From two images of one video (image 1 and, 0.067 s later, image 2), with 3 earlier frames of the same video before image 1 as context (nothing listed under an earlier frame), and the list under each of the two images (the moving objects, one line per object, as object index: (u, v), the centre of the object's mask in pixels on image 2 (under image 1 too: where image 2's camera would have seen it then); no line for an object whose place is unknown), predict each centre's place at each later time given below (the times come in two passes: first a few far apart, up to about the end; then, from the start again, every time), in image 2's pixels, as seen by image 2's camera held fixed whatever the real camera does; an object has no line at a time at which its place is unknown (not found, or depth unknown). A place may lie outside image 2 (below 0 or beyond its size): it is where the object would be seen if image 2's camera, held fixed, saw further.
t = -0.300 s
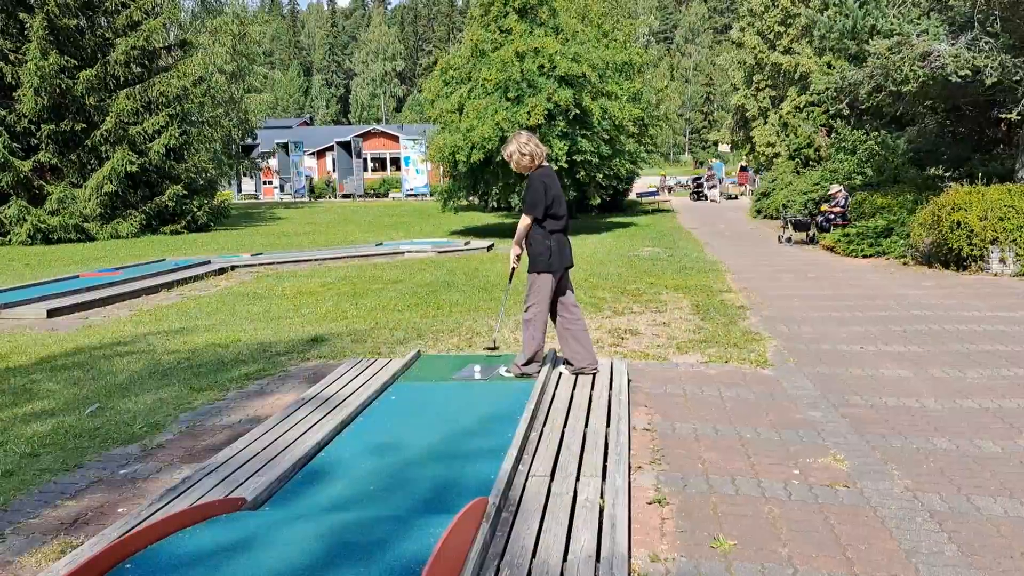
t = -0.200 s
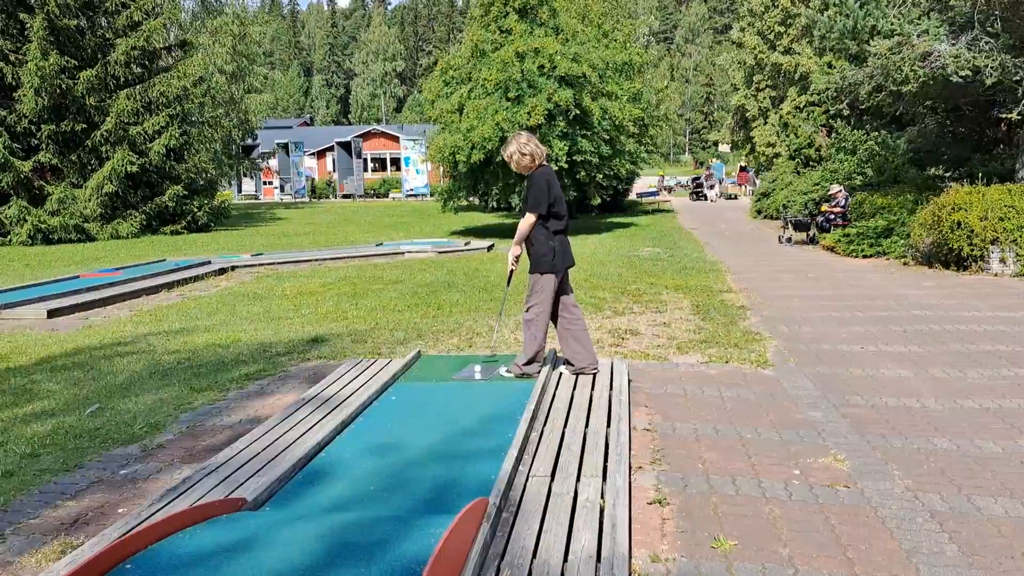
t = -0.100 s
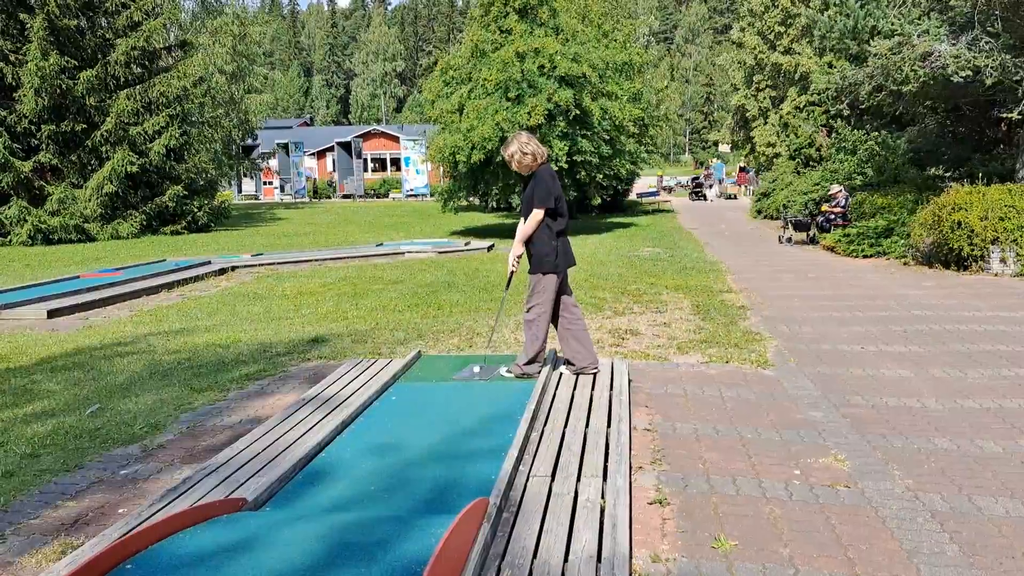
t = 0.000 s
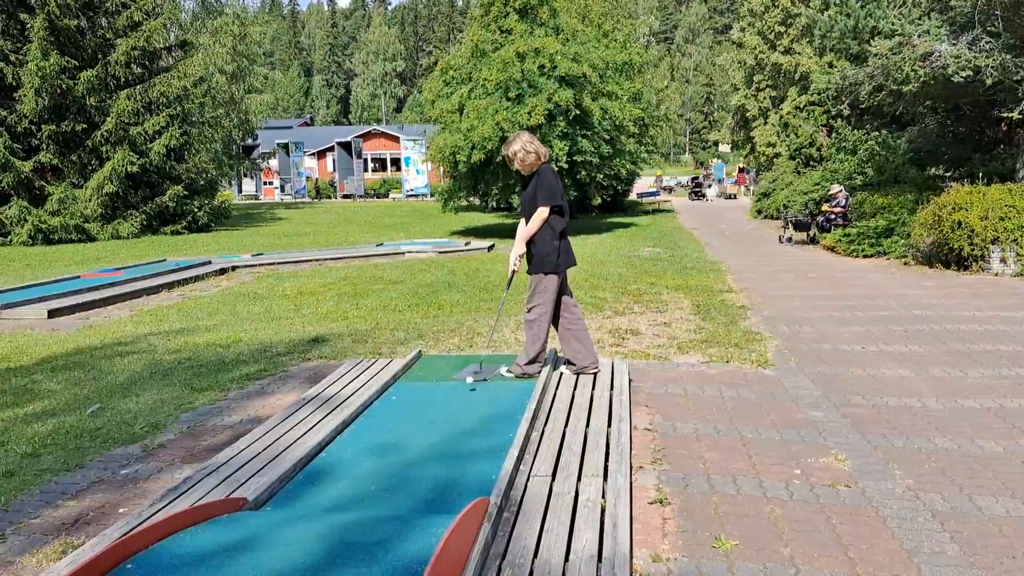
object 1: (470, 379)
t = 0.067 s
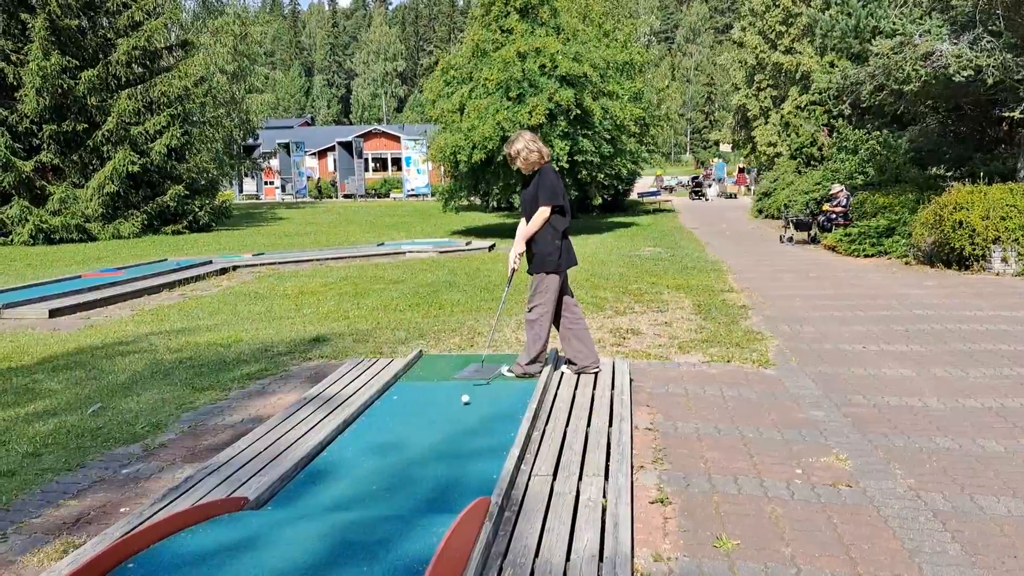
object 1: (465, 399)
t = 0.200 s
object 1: (452, 428)
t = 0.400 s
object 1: (429, 473)
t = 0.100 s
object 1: (462, 407)
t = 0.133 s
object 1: (459, 413)
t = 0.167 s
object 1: (456, 422)
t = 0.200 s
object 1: (452, 428)
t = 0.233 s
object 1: (449, 432)
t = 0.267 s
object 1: (445, 439)
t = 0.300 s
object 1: (441, 449)
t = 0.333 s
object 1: (436, 461)
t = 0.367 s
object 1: (433, 466)
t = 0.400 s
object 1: (429, 473)
